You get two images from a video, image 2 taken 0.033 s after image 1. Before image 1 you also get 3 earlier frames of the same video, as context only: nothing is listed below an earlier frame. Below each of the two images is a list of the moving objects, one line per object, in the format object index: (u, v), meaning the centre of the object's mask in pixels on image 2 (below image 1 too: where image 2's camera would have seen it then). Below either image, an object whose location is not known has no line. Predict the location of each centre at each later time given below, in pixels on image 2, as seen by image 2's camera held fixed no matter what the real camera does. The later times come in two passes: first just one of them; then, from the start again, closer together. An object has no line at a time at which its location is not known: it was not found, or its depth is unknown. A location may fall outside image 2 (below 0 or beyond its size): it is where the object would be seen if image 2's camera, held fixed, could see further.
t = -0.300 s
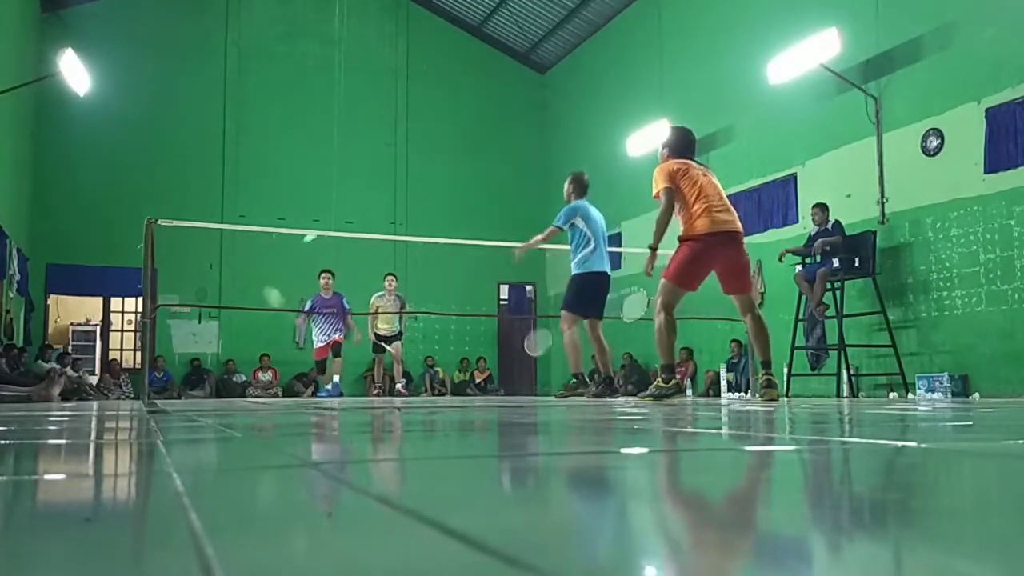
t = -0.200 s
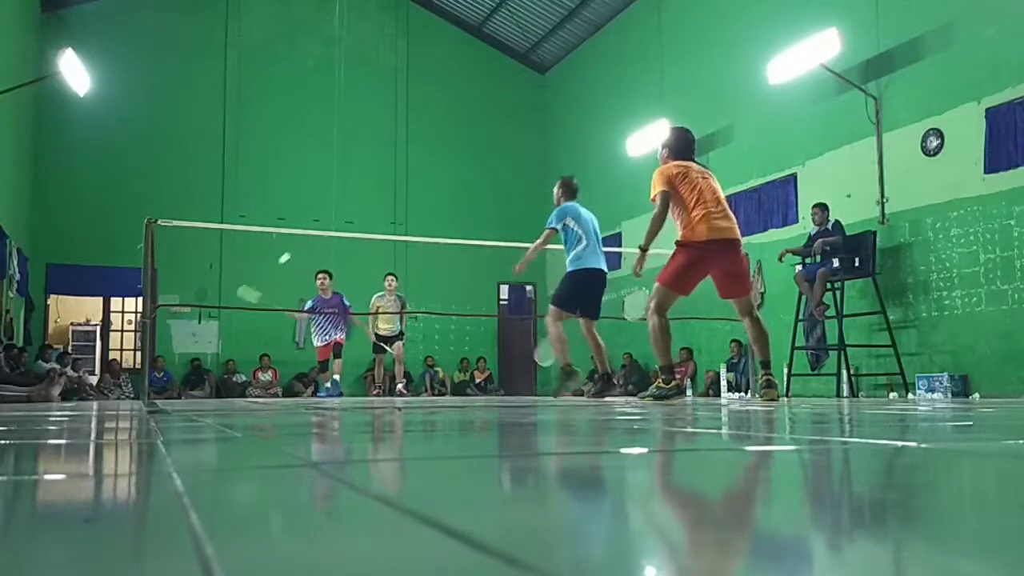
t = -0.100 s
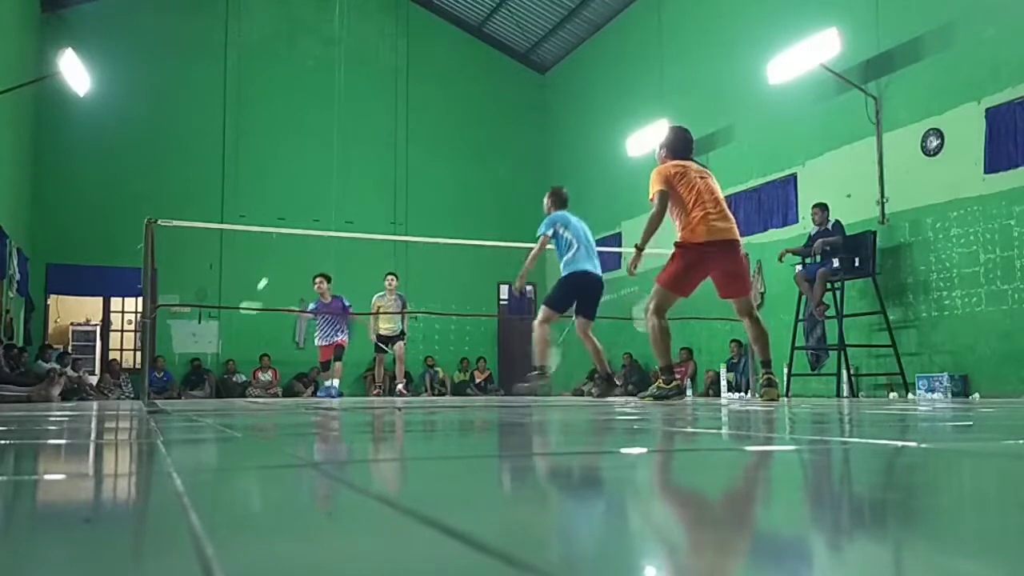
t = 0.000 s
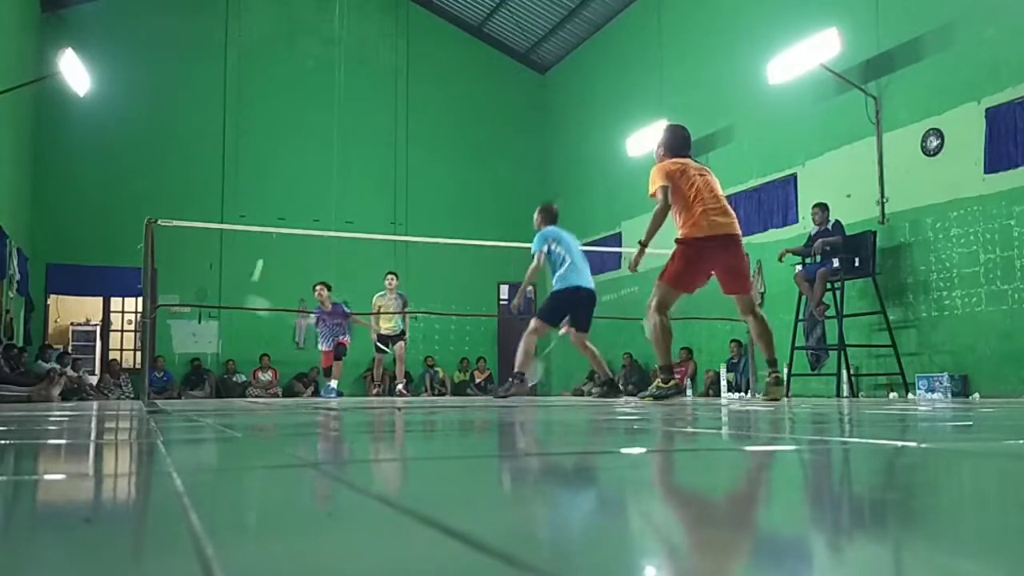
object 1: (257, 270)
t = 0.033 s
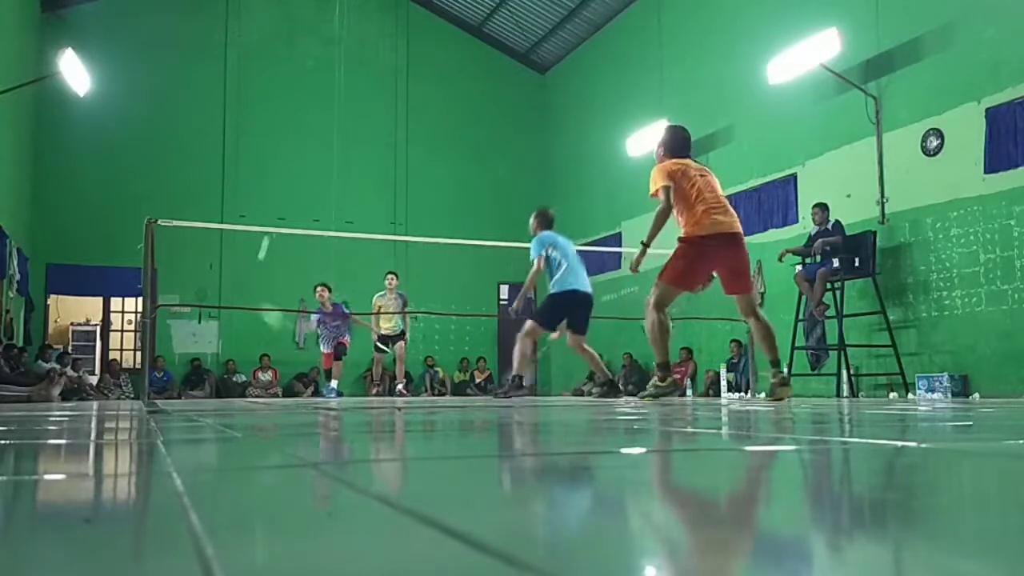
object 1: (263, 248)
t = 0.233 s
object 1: (289, 173)
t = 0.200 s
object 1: (285, 182)
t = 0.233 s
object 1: (289, 173)
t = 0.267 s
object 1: (293, 164)
